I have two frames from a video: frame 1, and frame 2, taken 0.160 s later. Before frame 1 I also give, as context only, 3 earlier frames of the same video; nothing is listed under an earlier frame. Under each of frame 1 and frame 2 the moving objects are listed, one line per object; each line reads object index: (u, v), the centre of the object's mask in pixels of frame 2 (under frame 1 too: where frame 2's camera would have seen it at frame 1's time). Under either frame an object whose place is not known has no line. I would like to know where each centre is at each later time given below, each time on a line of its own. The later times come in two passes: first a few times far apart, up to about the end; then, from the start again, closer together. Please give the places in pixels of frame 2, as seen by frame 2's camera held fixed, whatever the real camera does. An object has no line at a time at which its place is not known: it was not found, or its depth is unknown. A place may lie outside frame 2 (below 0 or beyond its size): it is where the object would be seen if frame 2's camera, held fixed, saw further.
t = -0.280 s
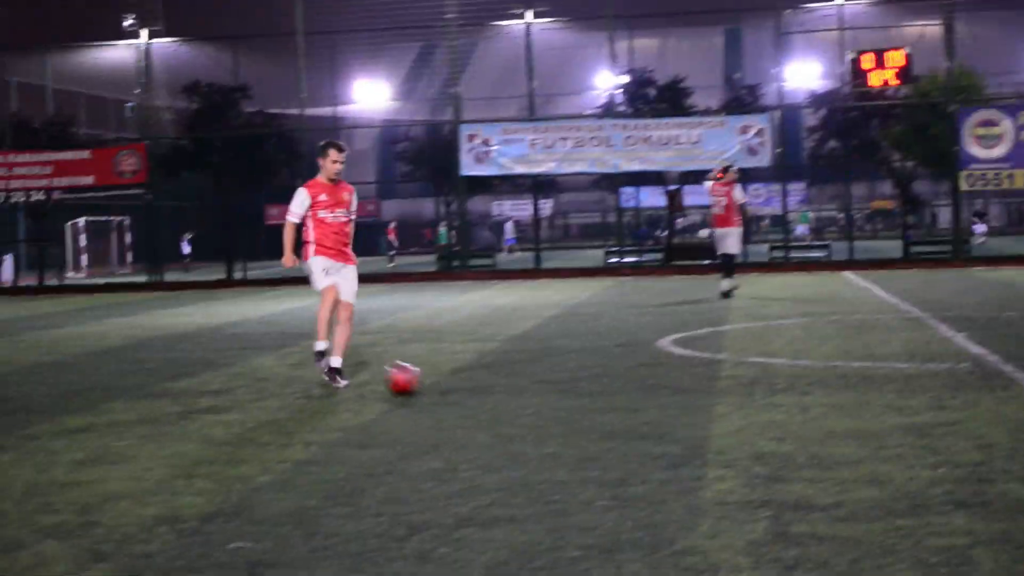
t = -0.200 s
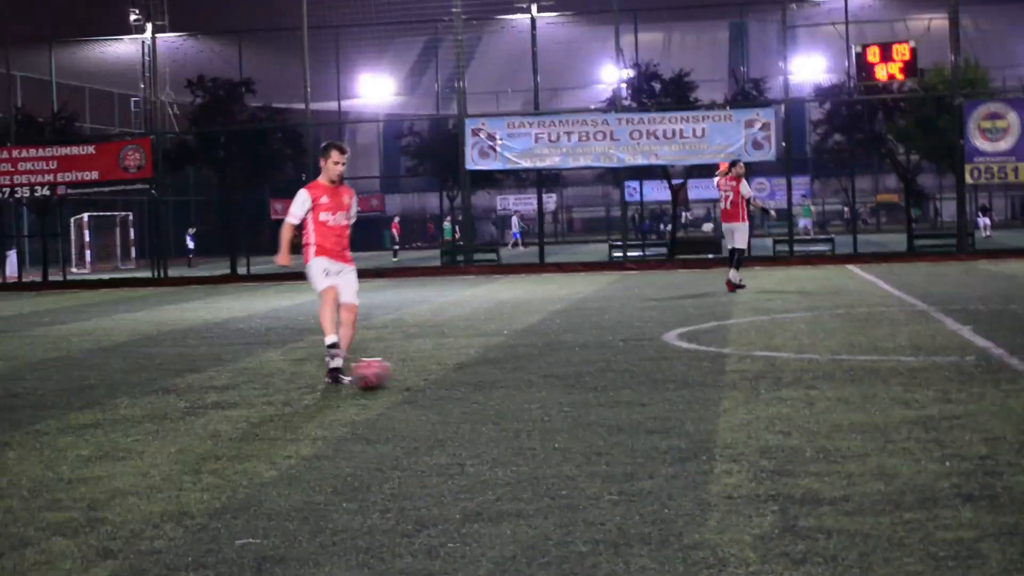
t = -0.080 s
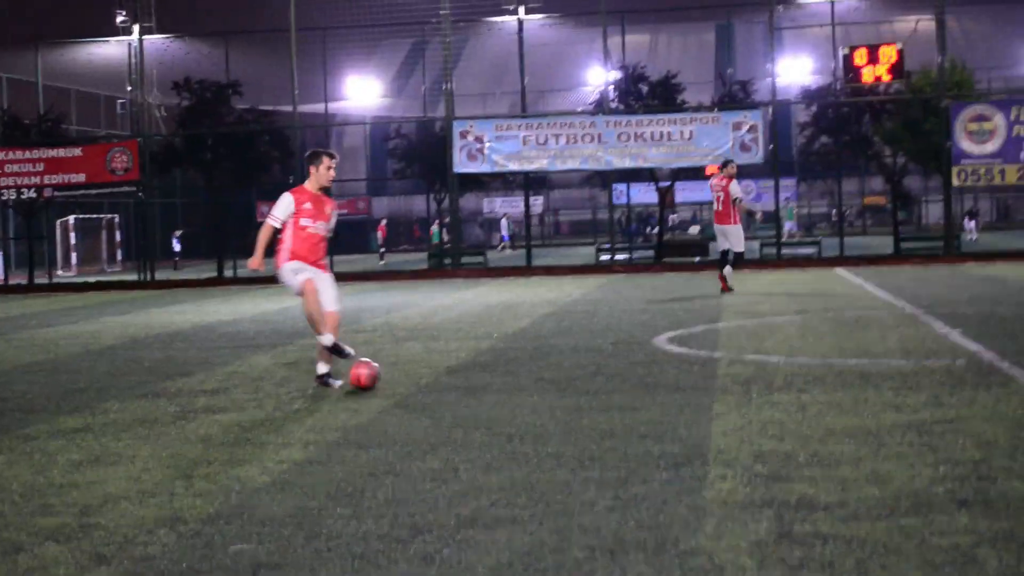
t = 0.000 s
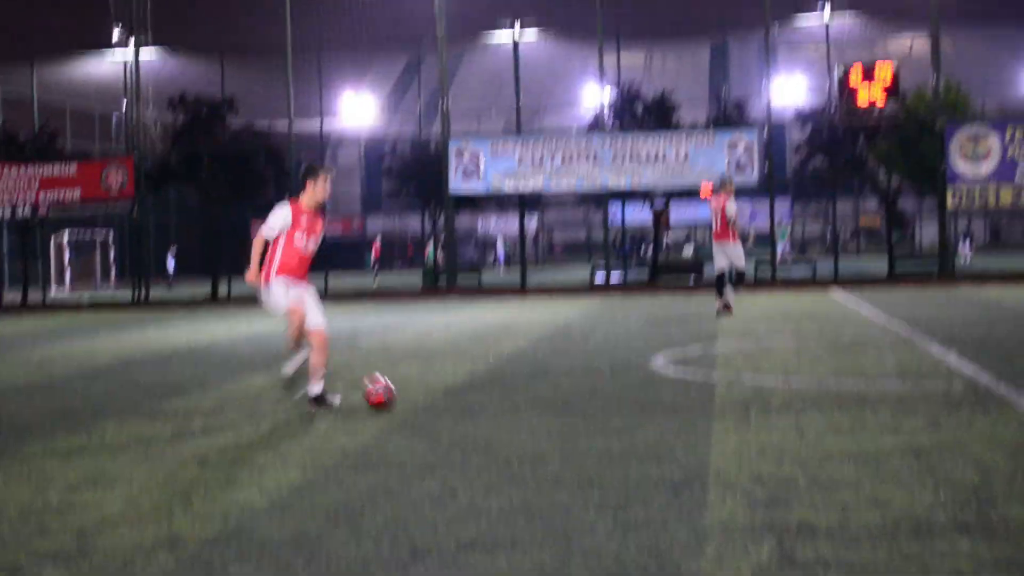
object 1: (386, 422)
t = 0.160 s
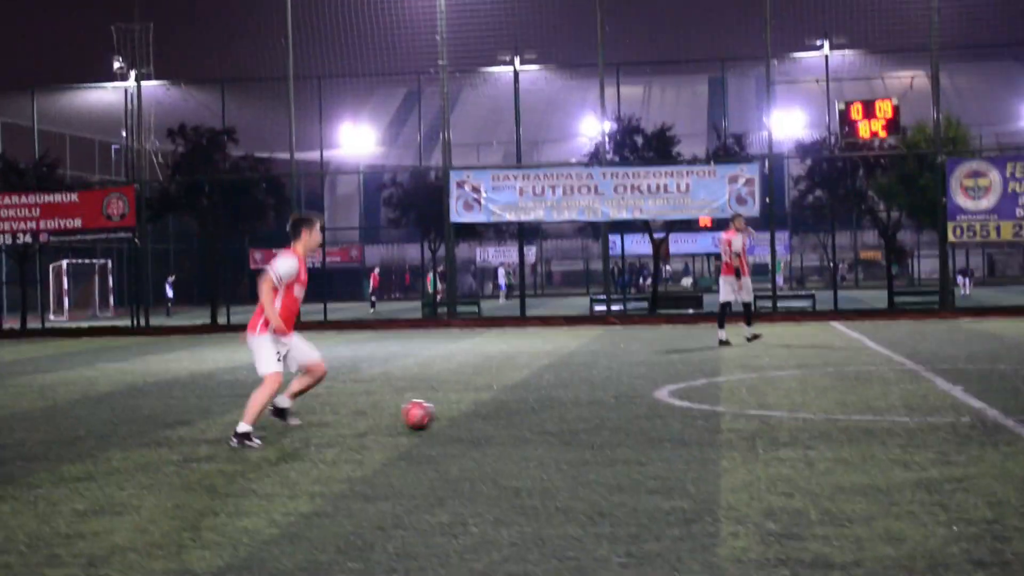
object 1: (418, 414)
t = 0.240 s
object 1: (433, 411)
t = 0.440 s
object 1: (467, 402)
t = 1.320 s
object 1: (581, 379)
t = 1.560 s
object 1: (605, 374)
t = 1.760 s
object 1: (624, 370)
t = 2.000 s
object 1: (644, 366)
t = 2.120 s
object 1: (653, 364)
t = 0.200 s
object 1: (425, 413)
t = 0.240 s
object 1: (433, 411)
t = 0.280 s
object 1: (441, 409)
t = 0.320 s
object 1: (448, 408)
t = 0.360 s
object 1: (454, 407)
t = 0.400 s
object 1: (460, 405)
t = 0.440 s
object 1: (467, 402)
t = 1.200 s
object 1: (568, 381)
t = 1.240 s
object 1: (572, 381)
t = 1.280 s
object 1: (577, 380)
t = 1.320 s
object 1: (581, 379)
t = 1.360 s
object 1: (585, 378)
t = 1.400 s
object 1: (589, 377)
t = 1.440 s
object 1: (593, 376)
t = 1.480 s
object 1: (597, 376)
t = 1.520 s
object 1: (601, 375)
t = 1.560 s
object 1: (605, 374)
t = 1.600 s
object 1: (609, 374)
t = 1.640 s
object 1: (613, 373)
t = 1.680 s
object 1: (617, 372)
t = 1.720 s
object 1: (620, 371)
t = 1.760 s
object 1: (624, 370)
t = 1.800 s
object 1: (628, 369)
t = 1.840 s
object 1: (631, 369)
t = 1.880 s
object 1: (634, 368)
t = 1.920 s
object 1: (638, 367)
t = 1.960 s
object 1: (641, 367)
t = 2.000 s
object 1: (644, 366)
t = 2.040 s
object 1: (647, 365)
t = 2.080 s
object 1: (651, 365)
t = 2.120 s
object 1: (653, 364)
